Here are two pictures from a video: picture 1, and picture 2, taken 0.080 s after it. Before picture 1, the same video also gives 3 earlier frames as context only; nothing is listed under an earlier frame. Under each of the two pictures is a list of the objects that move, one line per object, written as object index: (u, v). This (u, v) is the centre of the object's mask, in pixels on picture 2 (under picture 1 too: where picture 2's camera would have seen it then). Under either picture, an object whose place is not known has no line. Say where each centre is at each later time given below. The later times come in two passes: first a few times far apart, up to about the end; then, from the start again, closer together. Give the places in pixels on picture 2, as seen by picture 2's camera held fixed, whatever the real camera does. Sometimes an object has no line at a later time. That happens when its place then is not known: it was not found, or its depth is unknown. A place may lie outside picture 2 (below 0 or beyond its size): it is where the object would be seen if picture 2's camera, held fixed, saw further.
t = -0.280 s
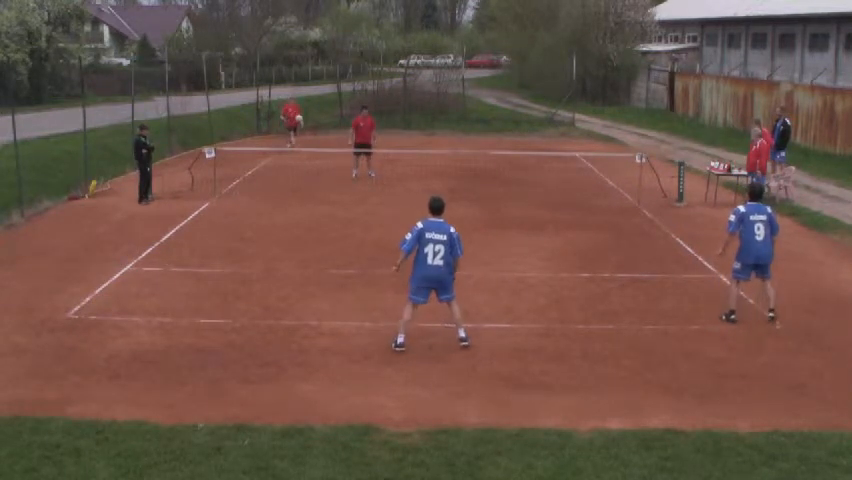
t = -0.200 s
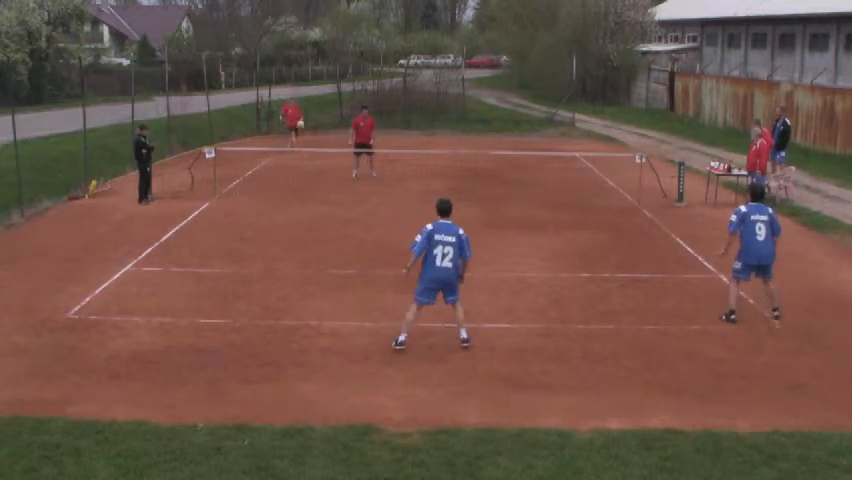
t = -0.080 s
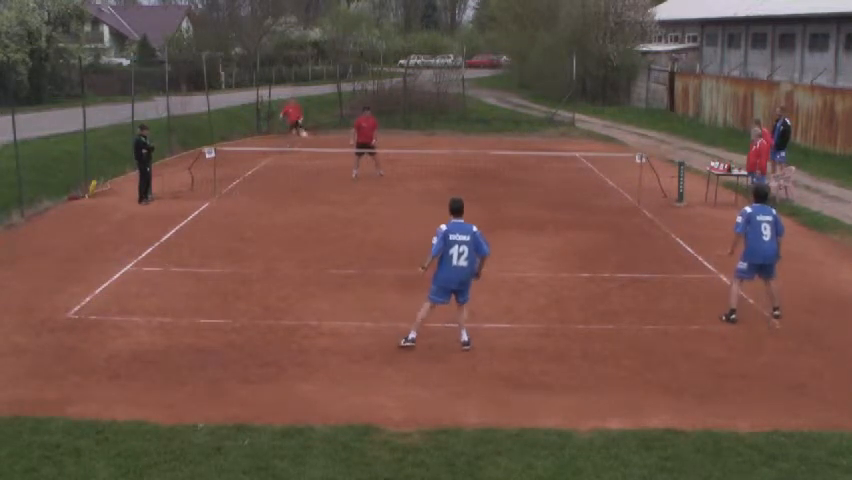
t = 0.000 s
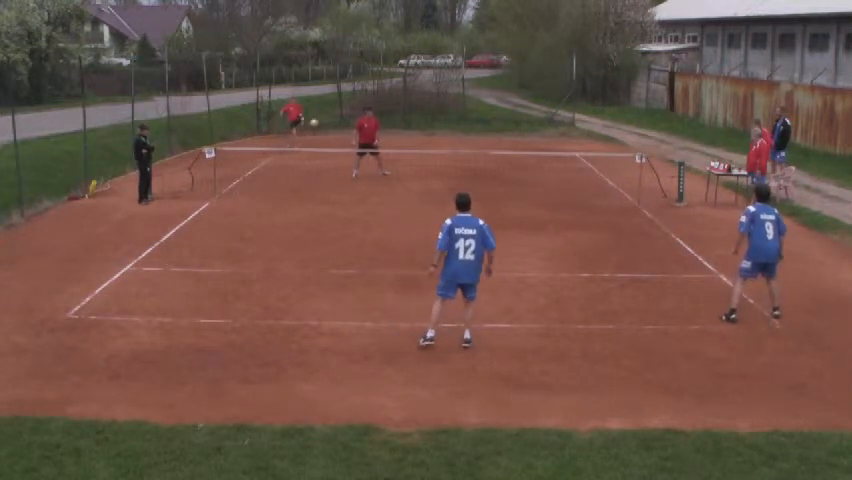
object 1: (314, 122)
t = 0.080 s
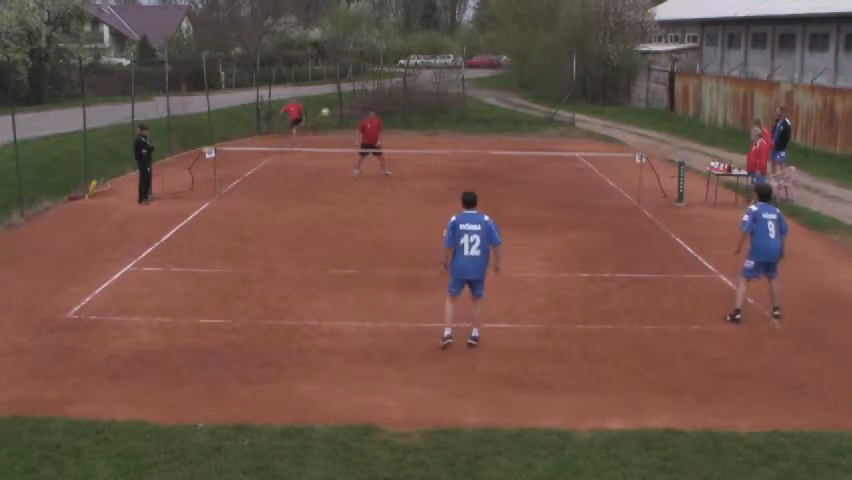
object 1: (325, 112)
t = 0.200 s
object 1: (343, 100)
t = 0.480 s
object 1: (397, 99)
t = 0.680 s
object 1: (446, 126)
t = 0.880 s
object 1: (504, 188)
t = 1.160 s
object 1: (596, 224)
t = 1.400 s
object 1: (682, 197)
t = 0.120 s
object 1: (330, 107)
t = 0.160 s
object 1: (336, 104)
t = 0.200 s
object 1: (343, 100)
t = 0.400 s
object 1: (380, 95)
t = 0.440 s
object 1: (389, 96)
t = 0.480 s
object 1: (397, 99)
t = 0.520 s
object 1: (405, 102)
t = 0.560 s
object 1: (415, 106)
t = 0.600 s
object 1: (425, 112)
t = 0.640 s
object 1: (435, 119)
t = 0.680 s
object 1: (446, 126)
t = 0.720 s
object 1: (456, 135)
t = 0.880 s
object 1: (504, 188)
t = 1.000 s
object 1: (546, 247)
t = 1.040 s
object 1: (559, 250)
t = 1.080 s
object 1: (571, 241)
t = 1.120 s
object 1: (583, 232)
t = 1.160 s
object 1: (596, 224)
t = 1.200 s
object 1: (609, 217)
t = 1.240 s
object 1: (623, 211)
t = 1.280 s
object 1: (636, 205)
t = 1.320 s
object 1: (651, 201)
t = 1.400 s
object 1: (682, 197)
